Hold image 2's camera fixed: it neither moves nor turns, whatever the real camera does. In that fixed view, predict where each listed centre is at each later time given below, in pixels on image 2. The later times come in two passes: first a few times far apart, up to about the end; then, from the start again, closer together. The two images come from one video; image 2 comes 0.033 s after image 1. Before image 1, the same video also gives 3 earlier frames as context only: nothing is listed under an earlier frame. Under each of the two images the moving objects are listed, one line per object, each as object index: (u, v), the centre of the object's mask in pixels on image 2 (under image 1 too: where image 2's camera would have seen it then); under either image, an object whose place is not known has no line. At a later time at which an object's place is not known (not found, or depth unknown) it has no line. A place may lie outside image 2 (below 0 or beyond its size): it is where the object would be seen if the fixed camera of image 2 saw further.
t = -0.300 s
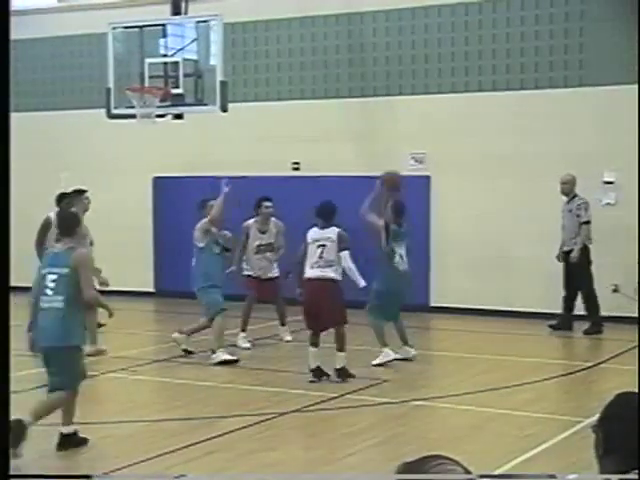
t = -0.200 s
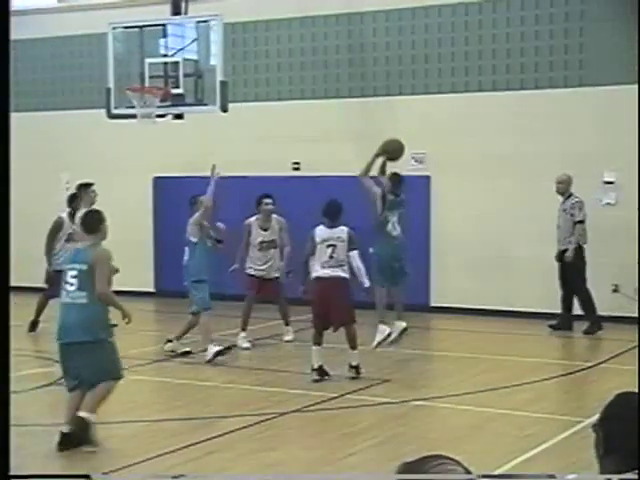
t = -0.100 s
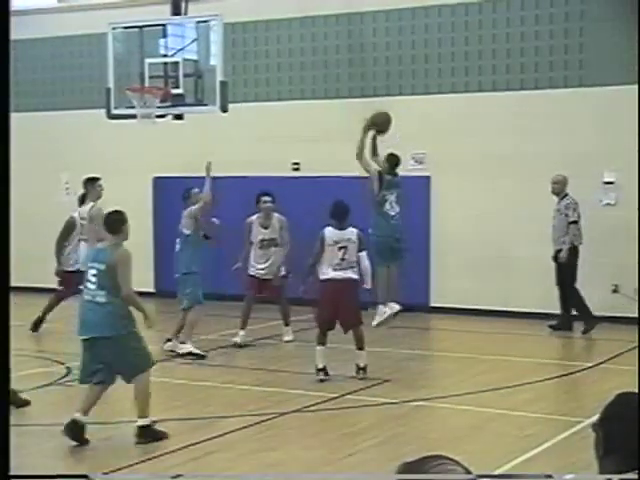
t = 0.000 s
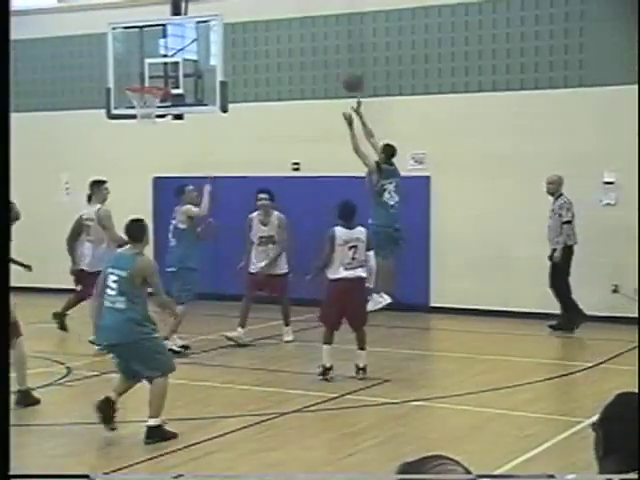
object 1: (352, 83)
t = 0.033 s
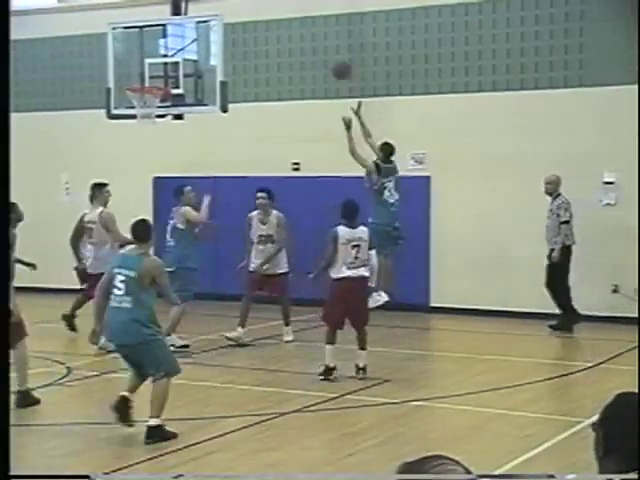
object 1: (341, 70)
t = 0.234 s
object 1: (277, 19)
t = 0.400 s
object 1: (229, 8)
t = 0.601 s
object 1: (177, 23)
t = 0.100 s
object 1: (317, 47)
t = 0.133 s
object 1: (308, 40)
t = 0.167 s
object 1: (298, 31)
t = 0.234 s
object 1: (277, 19)
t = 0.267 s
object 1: (267, 14)
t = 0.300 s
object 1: (257, 11)
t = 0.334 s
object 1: (248, 9)
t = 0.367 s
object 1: (238, 8)
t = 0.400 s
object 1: (229, 8)
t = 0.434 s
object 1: (220, 8)
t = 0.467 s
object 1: (211, 9)
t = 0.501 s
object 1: (203, 12)
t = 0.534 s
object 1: (194, 14)
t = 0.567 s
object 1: (185, 19)
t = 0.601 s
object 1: (177, 23)
